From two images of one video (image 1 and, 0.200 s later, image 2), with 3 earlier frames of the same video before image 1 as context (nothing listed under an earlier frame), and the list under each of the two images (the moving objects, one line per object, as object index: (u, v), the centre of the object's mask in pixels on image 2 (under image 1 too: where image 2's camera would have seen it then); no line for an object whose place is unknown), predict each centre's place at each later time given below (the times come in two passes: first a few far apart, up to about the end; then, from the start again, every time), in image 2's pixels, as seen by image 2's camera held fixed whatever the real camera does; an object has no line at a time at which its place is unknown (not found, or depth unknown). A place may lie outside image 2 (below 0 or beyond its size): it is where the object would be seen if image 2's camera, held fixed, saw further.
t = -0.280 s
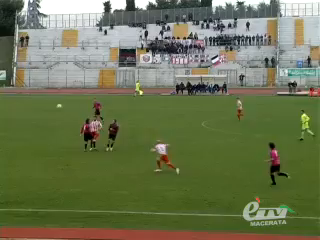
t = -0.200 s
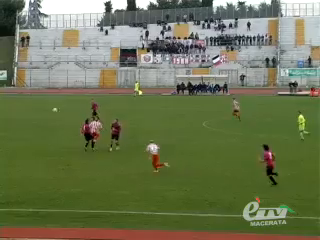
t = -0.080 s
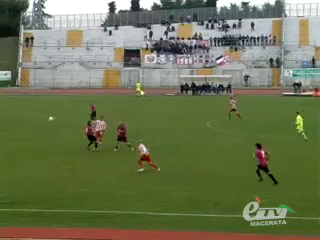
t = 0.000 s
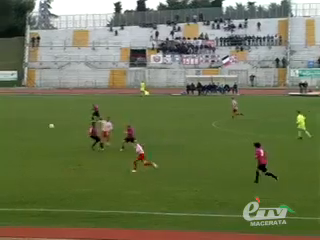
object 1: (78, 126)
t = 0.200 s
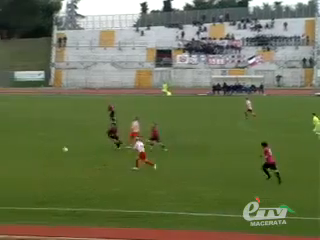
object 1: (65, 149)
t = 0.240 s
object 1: (63, 155)
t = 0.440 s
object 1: (54, 147)
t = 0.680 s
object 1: (44, 139)
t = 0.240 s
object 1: (63, 155)
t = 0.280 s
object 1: (60, 159)
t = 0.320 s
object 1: (58, 155)
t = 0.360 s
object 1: (56, 152)
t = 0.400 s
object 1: (56, 149)
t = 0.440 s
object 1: (54, 147)
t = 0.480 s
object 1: (53, 145)
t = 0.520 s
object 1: (50, 143)
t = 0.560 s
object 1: (48, 142)
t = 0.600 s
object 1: (47, 140)
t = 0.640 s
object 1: (46, 140)
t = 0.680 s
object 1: (44, 139)
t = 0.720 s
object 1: (42, 139)
